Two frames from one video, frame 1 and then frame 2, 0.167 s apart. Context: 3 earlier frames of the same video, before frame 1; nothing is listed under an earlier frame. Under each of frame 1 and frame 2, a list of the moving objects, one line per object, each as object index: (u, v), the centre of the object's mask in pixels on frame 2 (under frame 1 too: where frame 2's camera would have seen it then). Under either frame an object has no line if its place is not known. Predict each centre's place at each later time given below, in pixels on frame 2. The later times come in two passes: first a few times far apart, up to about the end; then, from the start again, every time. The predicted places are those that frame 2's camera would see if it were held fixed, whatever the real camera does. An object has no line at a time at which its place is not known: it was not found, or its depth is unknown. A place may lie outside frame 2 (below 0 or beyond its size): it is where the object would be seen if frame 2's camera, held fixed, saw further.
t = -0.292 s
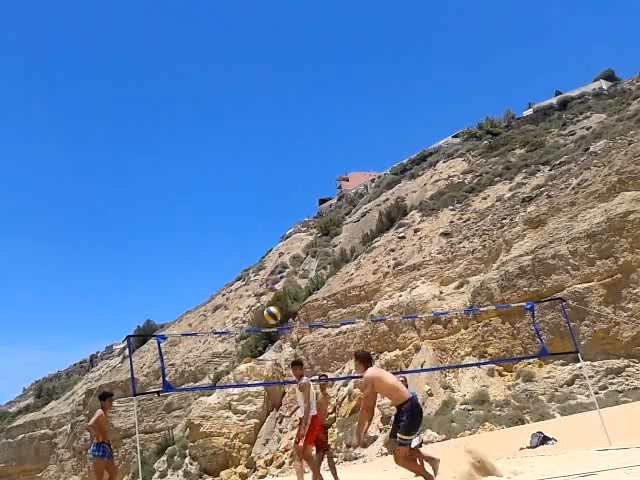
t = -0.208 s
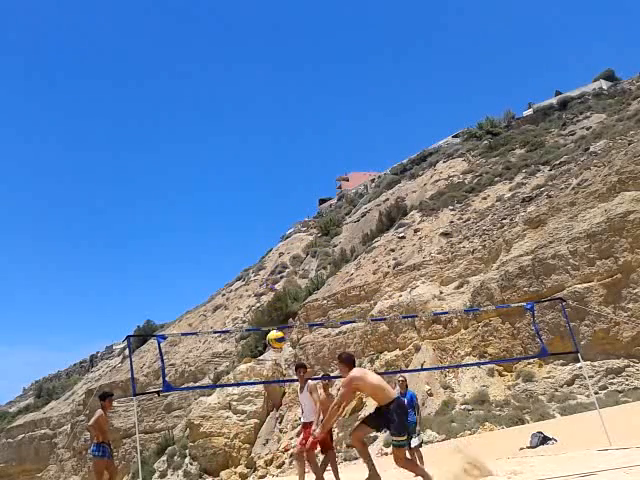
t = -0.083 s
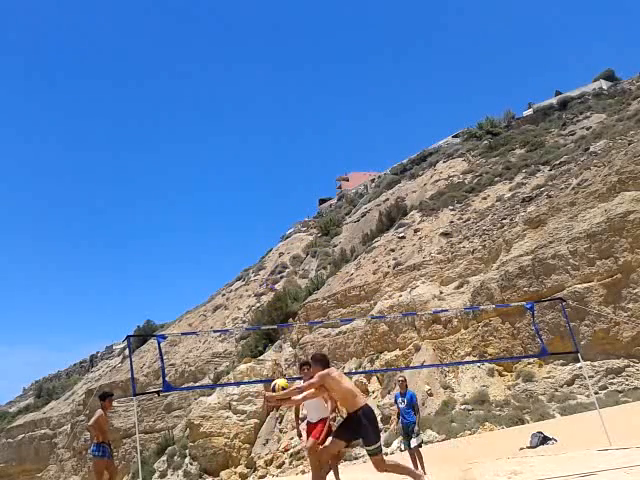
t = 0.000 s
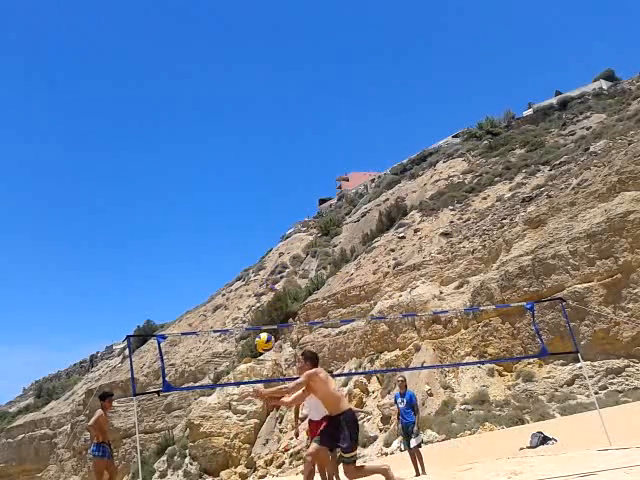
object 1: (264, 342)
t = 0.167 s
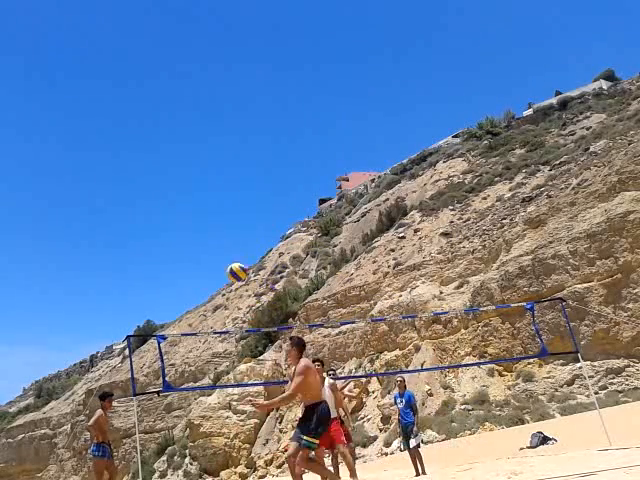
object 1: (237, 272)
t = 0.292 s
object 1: (217, 237)
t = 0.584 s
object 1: (178, 204)
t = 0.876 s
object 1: (140, 244)
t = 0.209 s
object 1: (230, 259)
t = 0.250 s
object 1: (224, 247)
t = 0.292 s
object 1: (217, 237)
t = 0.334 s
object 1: (212, 228)
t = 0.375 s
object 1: (205, 220)
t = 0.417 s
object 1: (200, 214)
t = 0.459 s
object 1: (194, 210)
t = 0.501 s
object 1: (189, 206)
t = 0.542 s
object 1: (184, 205)
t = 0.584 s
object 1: (178, 204)
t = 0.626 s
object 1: (173, 205)
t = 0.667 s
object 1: (167, 207)
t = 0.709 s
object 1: (162, 211)
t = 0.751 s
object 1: (157, 217)
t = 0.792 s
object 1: (152, 224)
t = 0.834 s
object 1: (146, 233)
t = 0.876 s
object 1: (140, 244)
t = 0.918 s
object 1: (135, 256)
